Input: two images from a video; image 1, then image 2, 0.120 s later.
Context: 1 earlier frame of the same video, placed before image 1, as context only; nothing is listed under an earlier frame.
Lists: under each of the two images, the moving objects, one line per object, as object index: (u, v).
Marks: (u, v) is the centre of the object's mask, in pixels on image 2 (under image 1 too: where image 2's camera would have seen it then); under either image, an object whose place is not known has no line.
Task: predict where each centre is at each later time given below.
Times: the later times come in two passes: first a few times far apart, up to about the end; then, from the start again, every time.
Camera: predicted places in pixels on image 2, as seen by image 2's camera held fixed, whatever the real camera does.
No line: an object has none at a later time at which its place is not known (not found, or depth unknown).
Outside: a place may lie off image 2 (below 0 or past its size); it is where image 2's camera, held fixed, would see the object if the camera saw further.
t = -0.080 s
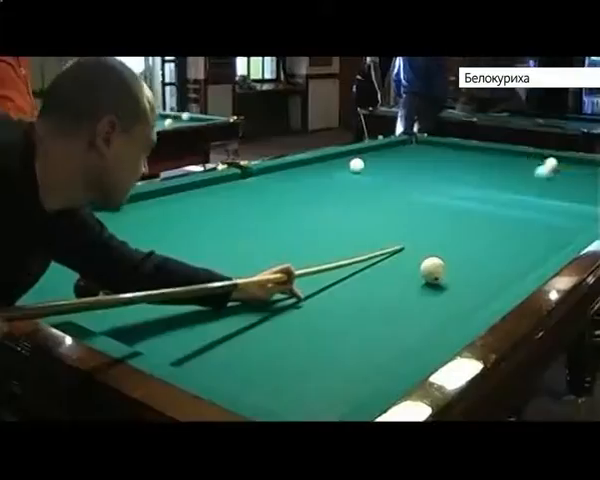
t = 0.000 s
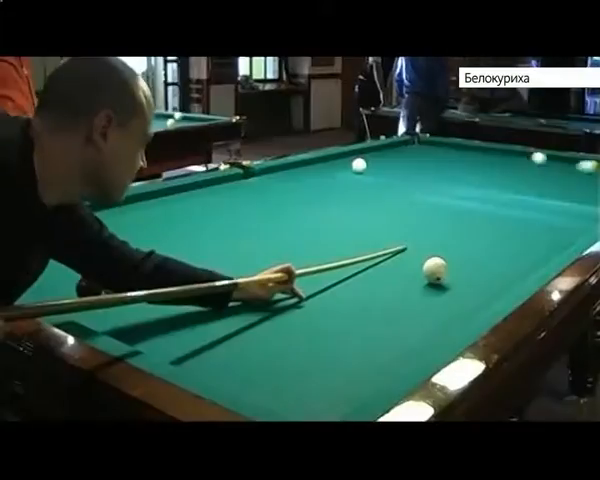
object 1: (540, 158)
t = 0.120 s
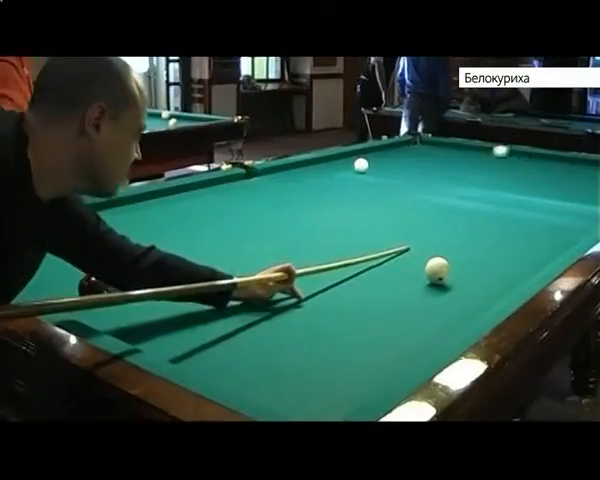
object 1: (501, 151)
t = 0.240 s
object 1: (453, 151)
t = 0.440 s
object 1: (379, 153)
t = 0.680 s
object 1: (326, 161)
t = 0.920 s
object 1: (306, 176)
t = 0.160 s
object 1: (484, 151)
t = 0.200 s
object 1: (468, 151)
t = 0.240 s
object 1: (453, 151)
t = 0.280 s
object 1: (437, 152)
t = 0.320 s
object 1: (422, 152)
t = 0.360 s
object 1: (408, 153)
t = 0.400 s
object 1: (393, 153)
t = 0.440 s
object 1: (379, 153)
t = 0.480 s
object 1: (366, 153)
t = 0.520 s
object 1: (352, 154)
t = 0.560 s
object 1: (338, 155)
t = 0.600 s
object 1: (330, 157)
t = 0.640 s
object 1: (328, 159)
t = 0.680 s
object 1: (326, 161)
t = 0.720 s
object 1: (323, 163)
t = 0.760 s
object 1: (320, 165)
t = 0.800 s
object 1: (317, 167)
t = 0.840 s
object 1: (315, 169)
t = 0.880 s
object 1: (310, 173)
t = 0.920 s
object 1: (306, 176)
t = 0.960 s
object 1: (303, 179)
